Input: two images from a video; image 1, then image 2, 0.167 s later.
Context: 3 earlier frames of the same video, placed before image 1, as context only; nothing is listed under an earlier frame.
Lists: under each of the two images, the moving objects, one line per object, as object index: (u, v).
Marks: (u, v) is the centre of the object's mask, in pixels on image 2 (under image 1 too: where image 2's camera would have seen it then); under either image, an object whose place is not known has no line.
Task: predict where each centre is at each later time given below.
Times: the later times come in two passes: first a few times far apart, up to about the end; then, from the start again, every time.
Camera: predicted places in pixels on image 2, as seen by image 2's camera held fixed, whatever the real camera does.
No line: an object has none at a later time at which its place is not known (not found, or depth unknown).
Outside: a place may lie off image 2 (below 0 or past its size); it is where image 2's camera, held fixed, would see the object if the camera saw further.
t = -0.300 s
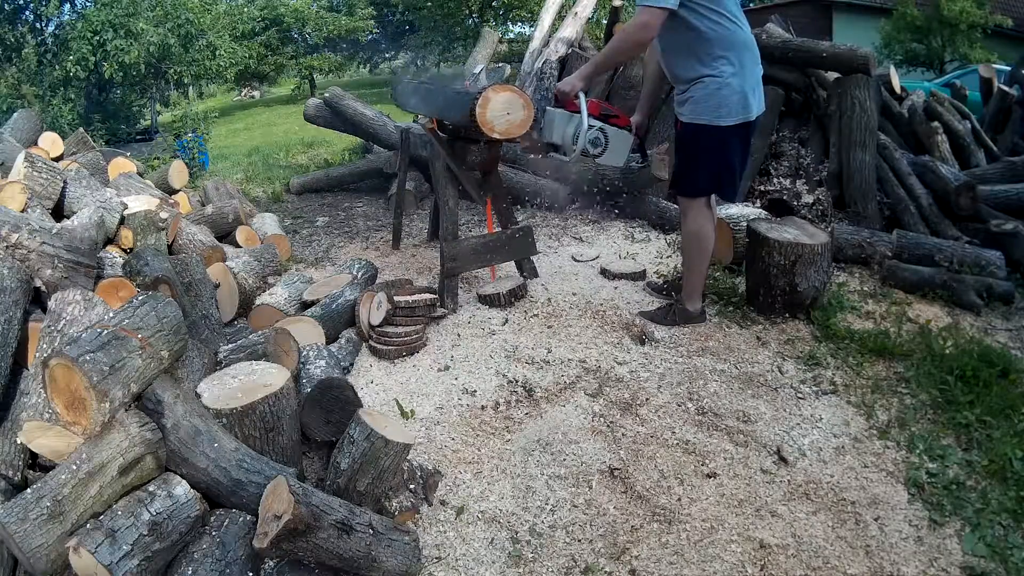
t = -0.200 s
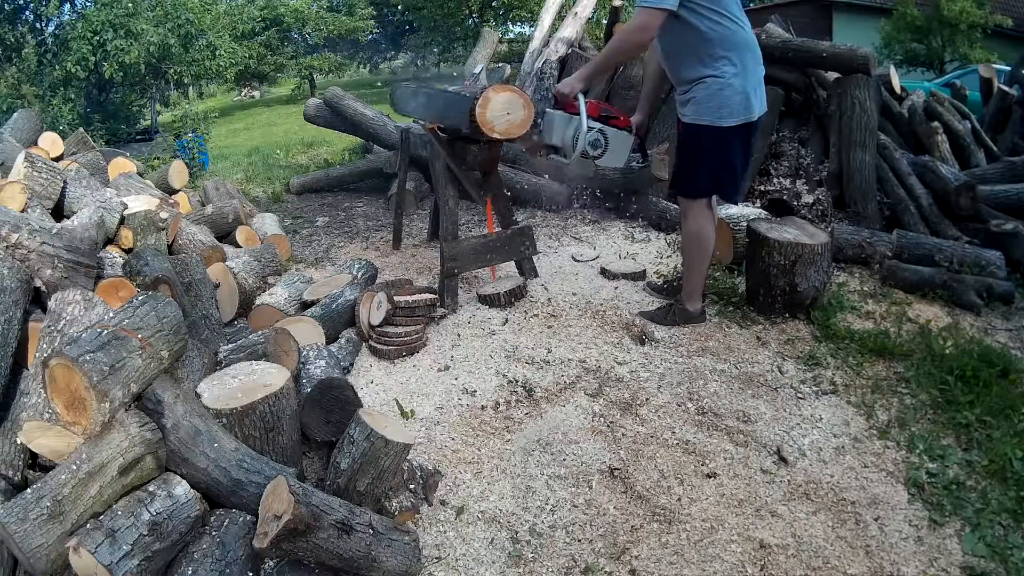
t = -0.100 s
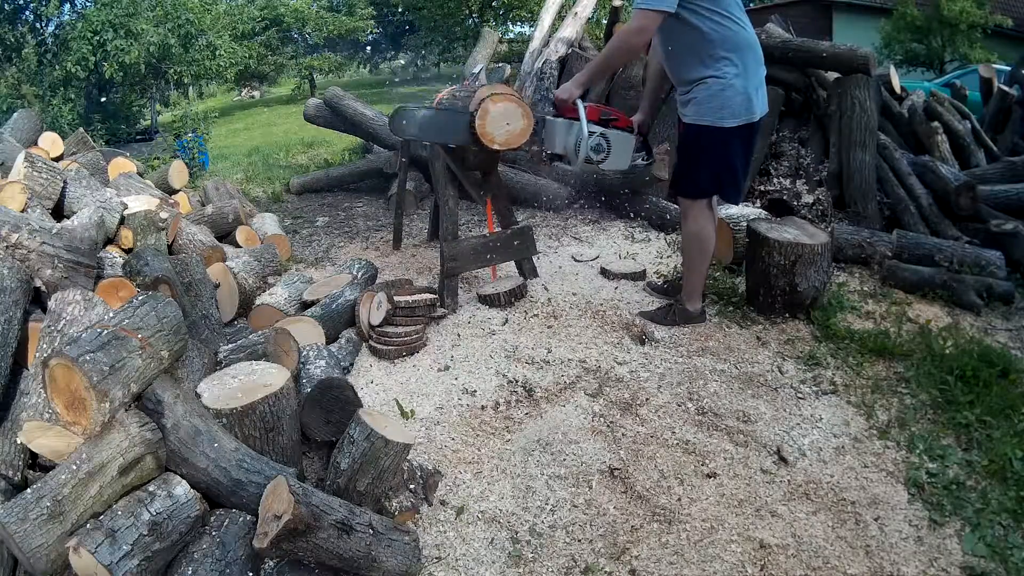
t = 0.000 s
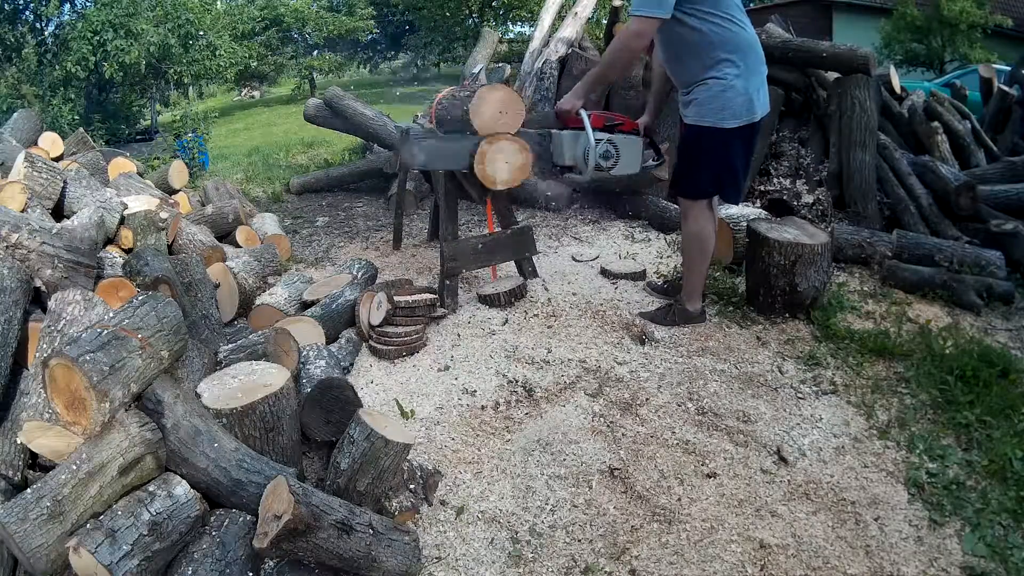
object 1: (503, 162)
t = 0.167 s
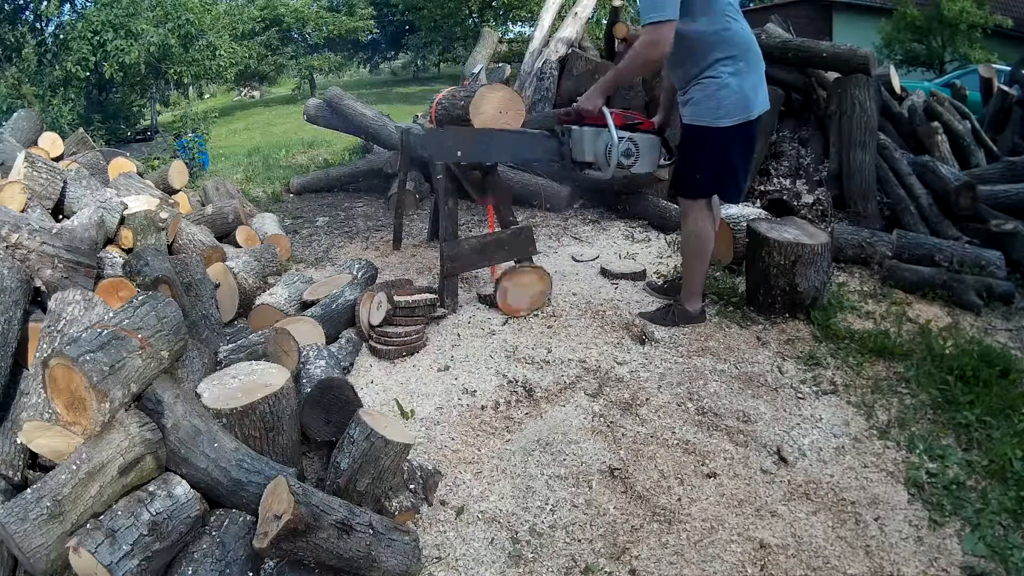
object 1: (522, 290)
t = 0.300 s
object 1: (558, 304)
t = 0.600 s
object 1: (613, 341)
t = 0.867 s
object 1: (644, 386)
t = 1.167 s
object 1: (617, 414)
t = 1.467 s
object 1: (618, 414)
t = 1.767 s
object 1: (618, 415)
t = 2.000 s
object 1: (618, 415)
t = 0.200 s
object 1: (532, 298)
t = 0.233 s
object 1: (542, 297)
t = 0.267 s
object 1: (548, 302)
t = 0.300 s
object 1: (558, 304)
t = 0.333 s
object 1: (568, 308)
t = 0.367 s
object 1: (576, 314)
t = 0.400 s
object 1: (583, 321)
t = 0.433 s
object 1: (588, 325)
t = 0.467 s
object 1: (591, 327)
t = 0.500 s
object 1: (597, 330)
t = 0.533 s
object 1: (602, 335)
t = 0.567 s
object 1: (607, 339)
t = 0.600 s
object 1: (613, 341)
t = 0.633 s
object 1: (616, 343)
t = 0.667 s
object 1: (621, 347)
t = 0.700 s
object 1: (626, 351)
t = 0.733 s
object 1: (630, 355)
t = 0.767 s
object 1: (634, 361)
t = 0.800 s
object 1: (638, 369)
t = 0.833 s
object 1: (641, 377)
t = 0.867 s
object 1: (644, 386)
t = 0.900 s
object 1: (643, 393)
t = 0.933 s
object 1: (641, 398)
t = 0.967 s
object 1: (639, 401)
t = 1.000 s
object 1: (635, 404)
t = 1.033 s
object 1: (629, 406)
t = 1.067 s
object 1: (625, 409)
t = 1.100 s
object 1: (620, 411)
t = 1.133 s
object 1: (618, 413)
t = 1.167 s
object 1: (617, 414)
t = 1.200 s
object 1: (618, 414)
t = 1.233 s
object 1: (618, 414)
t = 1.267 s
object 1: (618, 414)
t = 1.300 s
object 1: (618, 414)
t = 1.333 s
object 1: (618, 414)
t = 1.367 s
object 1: (618, 414)
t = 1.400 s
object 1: (618, 414)
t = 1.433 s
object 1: (618, 414)
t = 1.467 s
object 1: (618, 414)
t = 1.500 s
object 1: (618, 414)
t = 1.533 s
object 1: (618, 415)
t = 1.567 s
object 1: (618, 415)
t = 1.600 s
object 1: (618, 414)
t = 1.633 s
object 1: (618, 415)
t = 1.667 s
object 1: (618, 415)
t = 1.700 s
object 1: (618, 415)
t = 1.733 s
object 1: (618, 415)
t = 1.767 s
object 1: (618, 415)
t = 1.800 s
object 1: (618, 414)
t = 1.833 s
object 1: (618, 415)
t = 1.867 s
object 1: (618, 415)
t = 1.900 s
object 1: (618, 414)
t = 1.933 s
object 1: (618, 415)
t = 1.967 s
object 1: (618, 414)
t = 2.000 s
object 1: (618, 415)
